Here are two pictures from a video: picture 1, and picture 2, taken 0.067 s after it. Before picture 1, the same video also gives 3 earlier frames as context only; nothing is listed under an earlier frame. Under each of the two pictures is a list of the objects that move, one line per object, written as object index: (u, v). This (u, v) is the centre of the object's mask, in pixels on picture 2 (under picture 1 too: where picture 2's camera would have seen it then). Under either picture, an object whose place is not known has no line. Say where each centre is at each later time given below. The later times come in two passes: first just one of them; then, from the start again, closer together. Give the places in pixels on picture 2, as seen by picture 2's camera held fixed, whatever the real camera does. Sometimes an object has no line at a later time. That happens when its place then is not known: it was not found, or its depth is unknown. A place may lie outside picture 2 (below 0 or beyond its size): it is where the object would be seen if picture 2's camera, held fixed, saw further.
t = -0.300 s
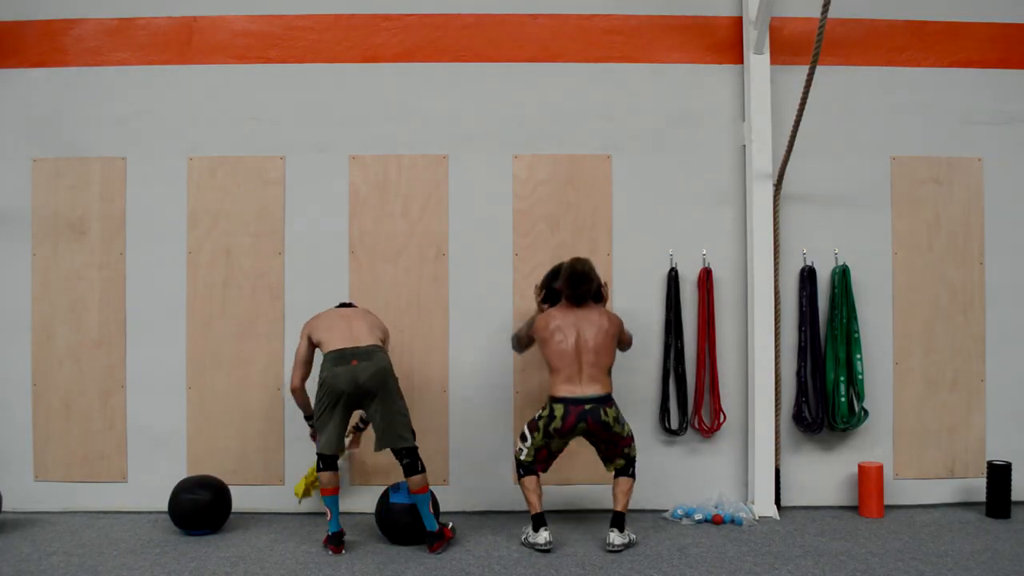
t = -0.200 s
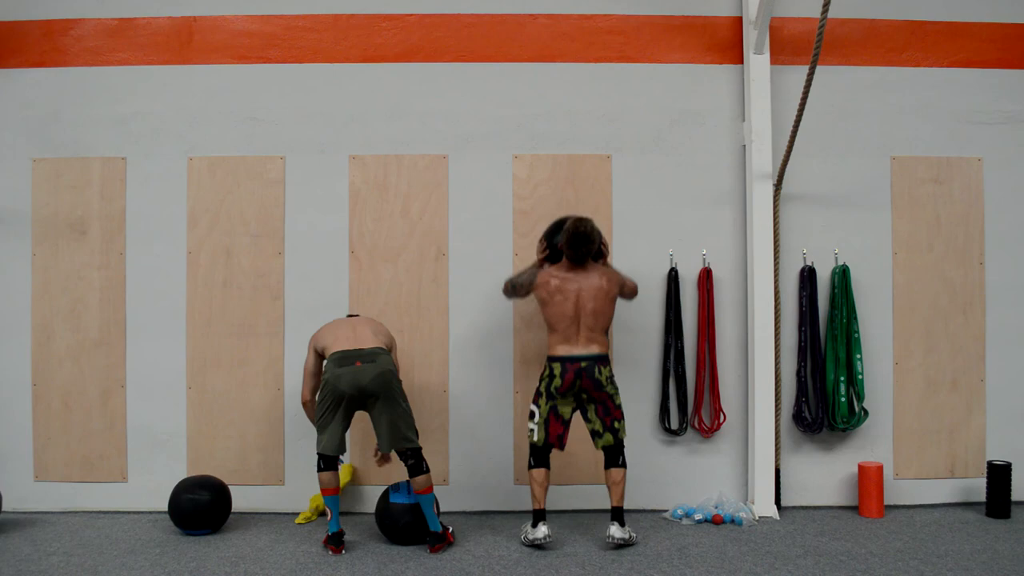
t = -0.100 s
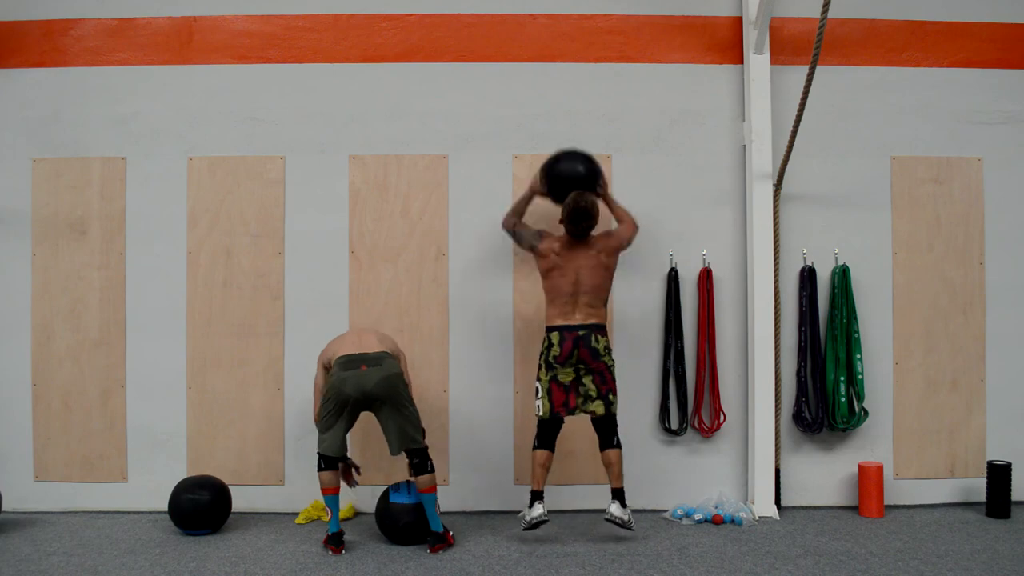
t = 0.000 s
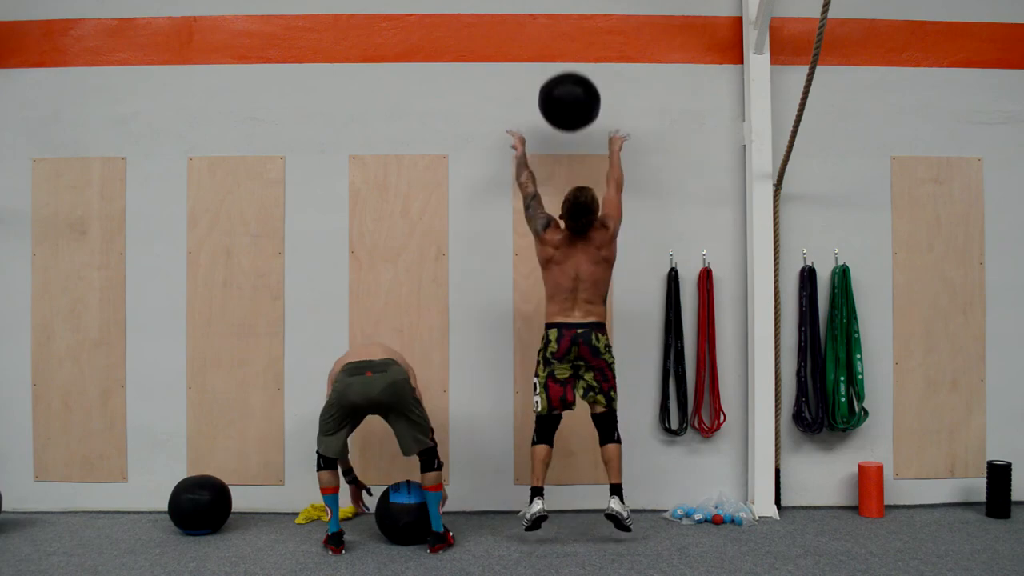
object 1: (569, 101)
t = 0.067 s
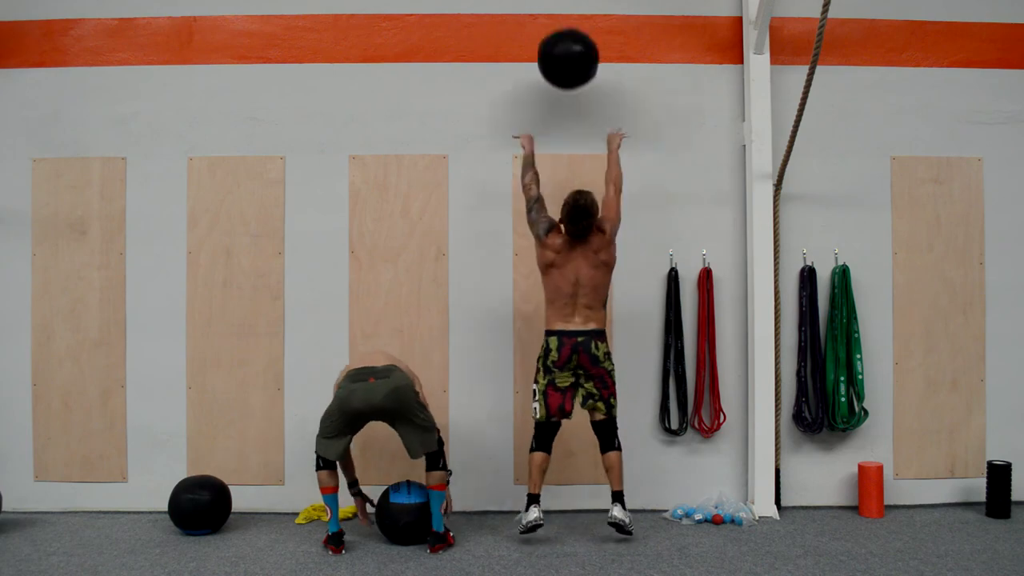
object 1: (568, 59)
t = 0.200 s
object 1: (565, 11)
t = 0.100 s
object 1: (567, 40)
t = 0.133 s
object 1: (567, 25)
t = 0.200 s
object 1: (565, 11)
